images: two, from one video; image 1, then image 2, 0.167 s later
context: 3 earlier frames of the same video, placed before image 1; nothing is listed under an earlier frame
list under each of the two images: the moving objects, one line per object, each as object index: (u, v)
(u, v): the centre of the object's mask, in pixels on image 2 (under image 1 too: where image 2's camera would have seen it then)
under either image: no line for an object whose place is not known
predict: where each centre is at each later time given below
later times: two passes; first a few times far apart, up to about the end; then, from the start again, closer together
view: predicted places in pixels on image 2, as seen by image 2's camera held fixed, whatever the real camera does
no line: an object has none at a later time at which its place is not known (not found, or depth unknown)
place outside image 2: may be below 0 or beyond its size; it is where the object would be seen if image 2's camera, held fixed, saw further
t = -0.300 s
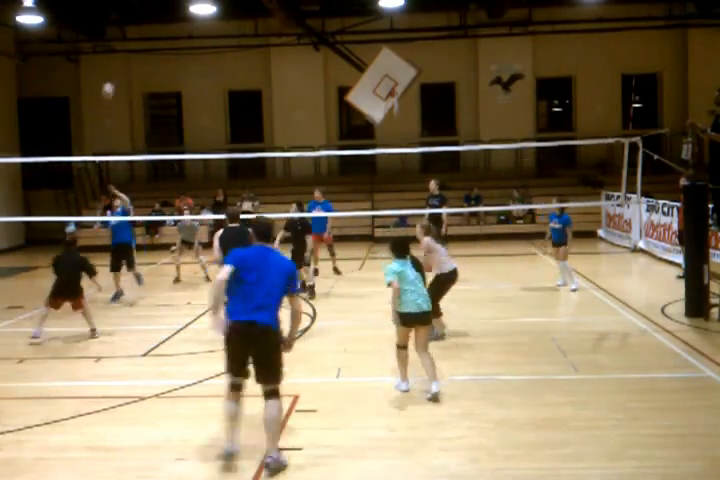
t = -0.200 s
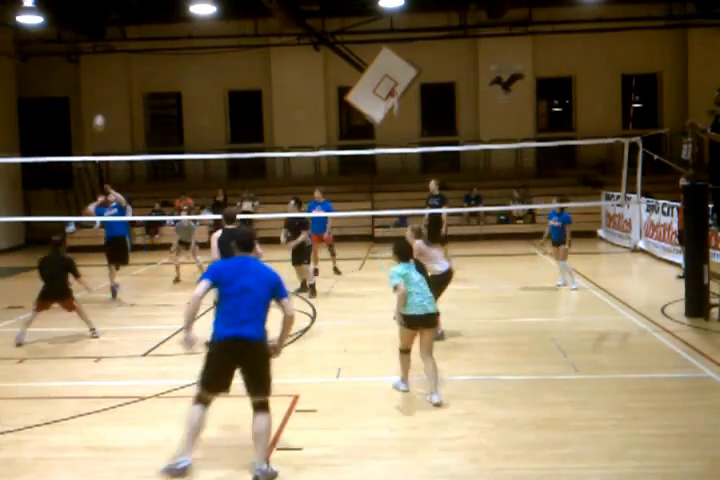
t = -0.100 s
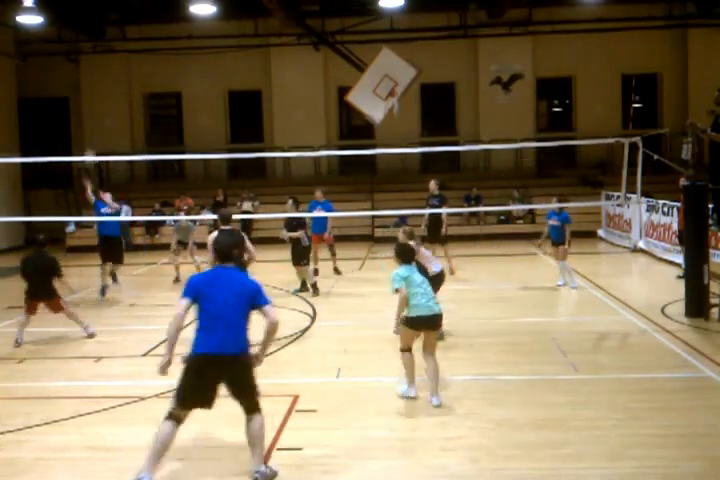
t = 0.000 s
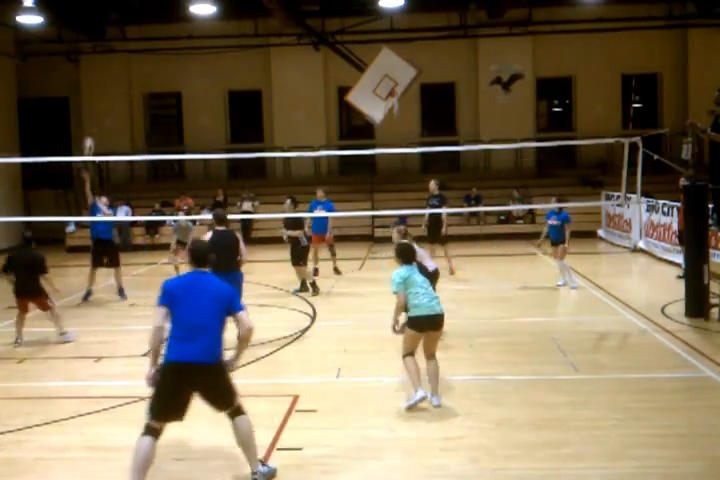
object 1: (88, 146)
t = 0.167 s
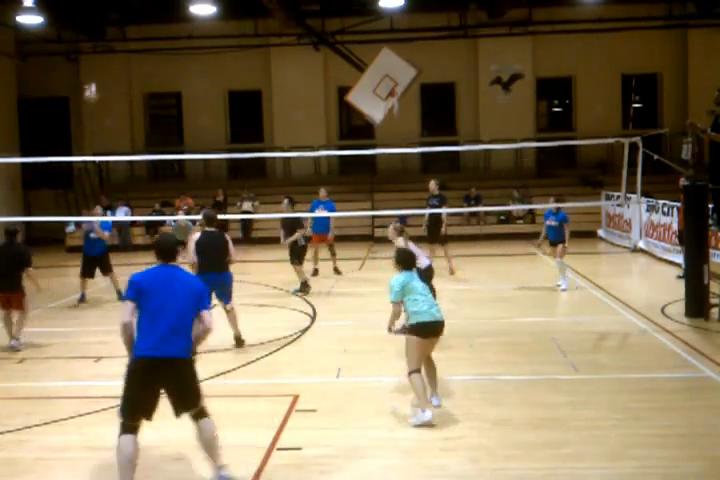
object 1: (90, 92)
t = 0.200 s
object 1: (91, 82)
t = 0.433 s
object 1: (102, 28)
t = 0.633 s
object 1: (117, 9)
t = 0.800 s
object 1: (136, 18)
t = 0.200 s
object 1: (91, 82)
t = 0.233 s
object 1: (92, 72)
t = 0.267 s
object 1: (94, 63)
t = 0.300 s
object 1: (95, 56)
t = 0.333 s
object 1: (96, 48)
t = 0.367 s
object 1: (98, 41)
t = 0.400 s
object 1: (100, 33)
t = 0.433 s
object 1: (102, 28)
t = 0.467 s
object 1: (104, 23)
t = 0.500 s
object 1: (106, 18)
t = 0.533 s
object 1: (109, 14)
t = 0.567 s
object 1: (111, 11)
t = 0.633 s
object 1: (117, 9)
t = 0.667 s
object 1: (120, 9)
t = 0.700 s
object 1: (124, 9)
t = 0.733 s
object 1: (128, 10)
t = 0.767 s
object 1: (131, 13)
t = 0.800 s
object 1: (136, 18)
